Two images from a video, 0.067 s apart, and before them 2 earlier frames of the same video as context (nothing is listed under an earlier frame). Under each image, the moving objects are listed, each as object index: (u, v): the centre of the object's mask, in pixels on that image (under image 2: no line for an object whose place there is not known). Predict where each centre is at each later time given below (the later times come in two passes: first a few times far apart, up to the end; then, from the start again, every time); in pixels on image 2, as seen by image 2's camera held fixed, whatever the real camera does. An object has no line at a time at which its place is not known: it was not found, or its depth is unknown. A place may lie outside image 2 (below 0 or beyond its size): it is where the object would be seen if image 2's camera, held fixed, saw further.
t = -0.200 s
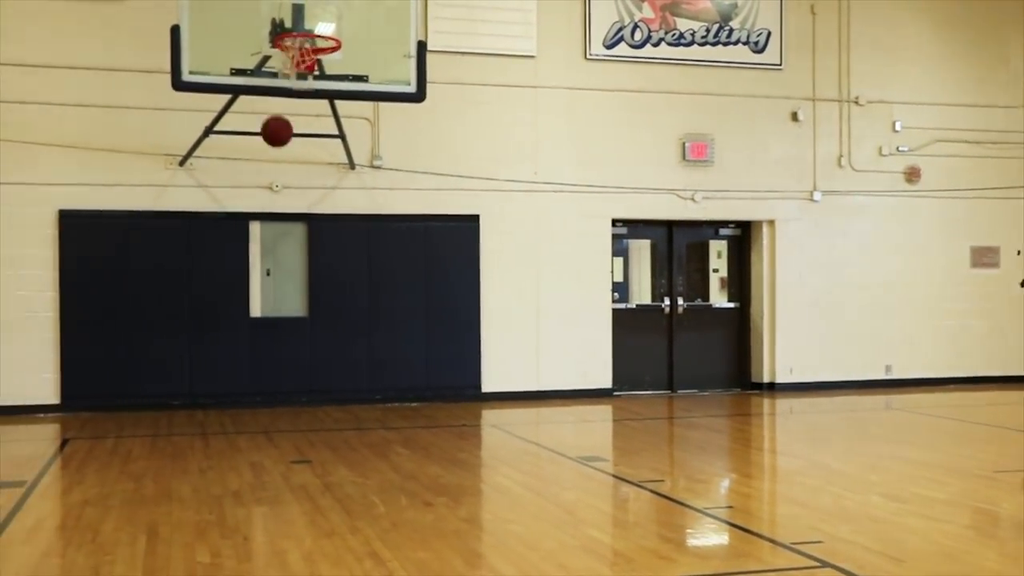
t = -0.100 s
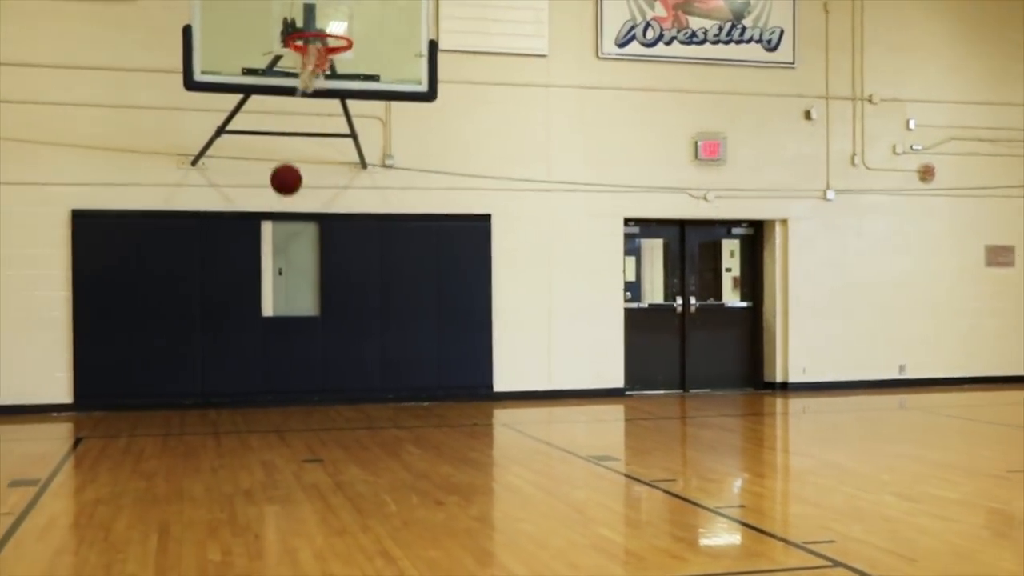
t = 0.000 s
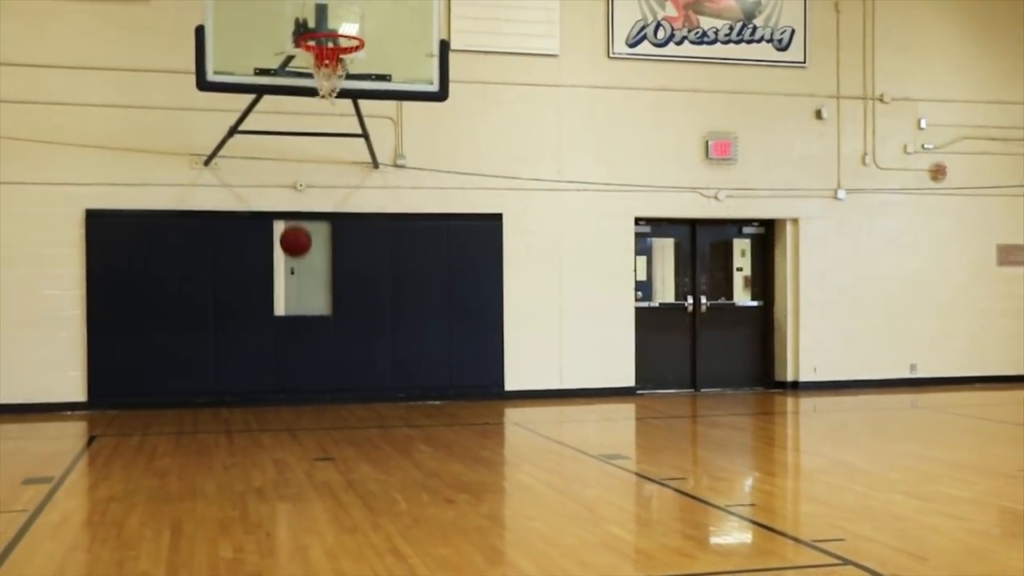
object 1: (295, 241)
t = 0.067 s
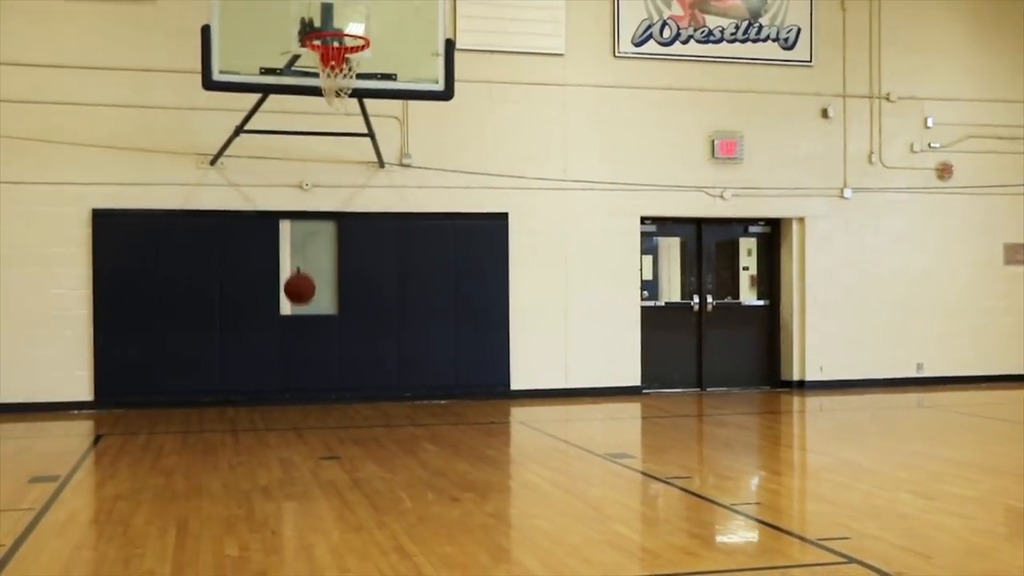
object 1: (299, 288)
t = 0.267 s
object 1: (298, 421)
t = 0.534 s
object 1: (326, 284)
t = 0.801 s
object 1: (356, 237)
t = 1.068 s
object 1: (386, 284)
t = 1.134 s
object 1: (396, 313)
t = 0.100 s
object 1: (299, 315)
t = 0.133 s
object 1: (298, 342)
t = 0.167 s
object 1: (297, 372)
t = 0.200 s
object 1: (296, 400)
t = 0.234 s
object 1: (295, 435)
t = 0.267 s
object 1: (298, 421)
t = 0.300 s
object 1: (301, 398)
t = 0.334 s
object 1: (305, 377)
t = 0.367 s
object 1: (307, 358)
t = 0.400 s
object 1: (311, 340)
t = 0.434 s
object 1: (315, 324)
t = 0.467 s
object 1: (318, 309)
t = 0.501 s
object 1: (321, 295)
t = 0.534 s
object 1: (326, 284)
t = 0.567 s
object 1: (330, 273)
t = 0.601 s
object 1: (333, 263)
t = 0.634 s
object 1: (337, 255)
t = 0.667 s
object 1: (341, 249)
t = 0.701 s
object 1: (345, 244)
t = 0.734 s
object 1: (348, 240)
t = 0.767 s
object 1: (352, 238)
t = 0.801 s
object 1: (356, 237)
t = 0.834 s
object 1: (359, 238)
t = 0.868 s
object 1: (363, 239)
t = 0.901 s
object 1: (367, 243)
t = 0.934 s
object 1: (370, 248)
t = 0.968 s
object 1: (374, 255)
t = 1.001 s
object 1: (379, 264)
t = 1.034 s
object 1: (383, 274)
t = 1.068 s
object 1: (386, 284)
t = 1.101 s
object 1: (391, 298)
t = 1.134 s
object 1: (396, 313)
